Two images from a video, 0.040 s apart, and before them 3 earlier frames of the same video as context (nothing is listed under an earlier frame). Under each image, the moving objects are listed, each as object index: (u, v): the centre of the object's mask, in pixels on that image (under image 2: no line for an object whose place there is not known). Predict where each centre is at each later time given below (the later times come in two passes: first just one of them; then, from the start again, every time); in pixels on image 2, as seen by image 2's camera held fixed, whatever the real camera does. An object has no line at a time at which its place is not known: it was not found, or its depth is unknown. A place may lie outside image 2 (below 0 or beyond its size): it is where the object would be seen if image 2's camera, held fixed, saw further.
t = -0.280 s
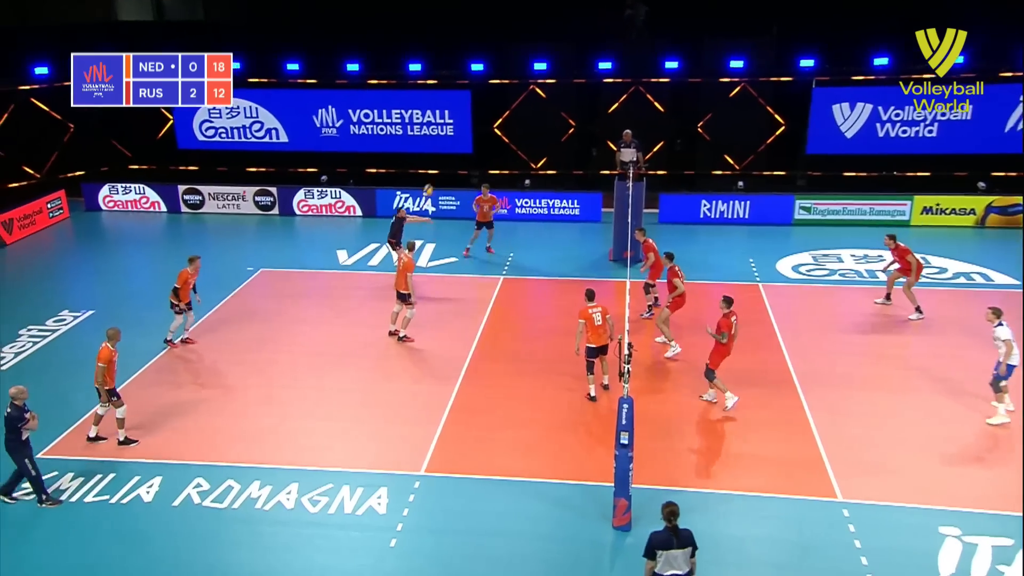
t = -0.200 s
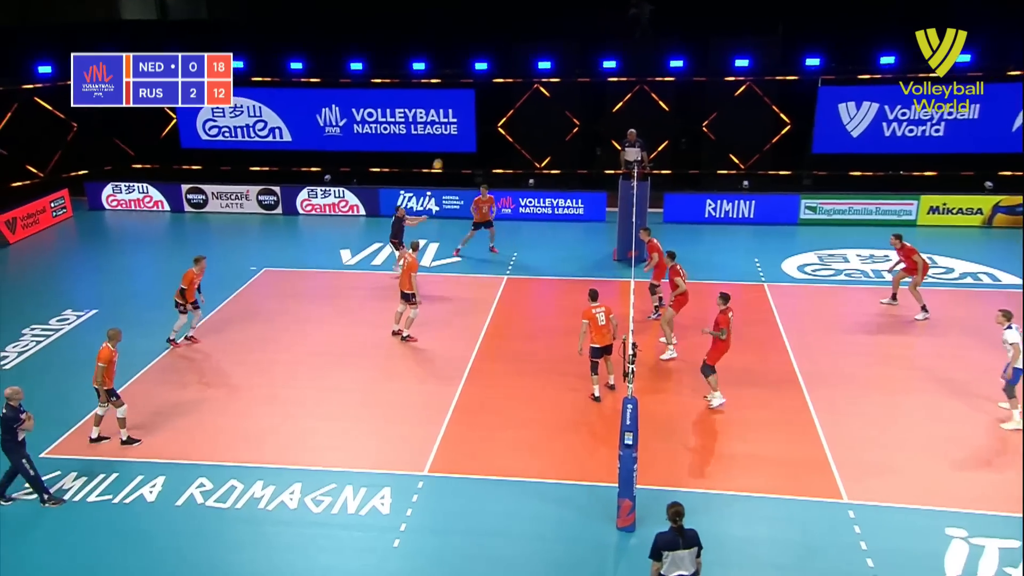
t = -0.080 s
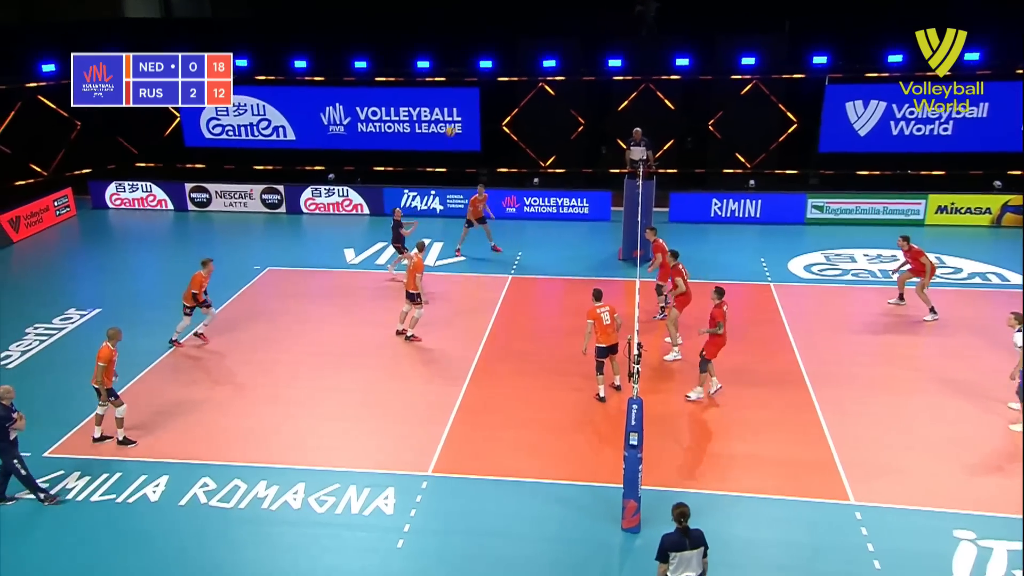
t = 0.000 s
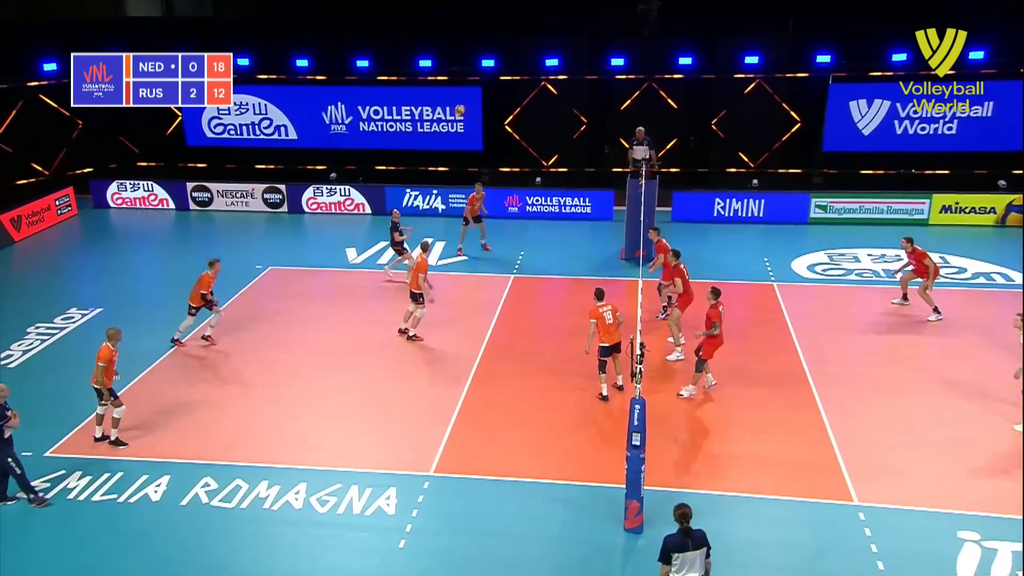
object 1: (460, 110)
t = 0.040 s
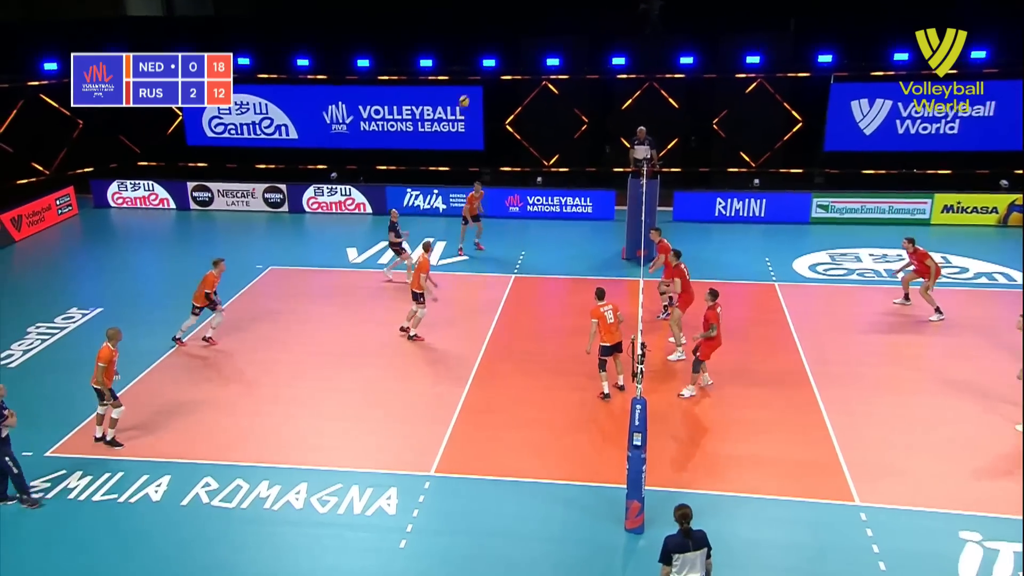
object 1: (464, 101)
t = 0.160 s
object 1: (475, 79)
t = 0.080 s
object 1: (467, 93)
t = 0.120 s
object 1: (471, 85)
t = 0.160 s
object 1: (475, 79)
